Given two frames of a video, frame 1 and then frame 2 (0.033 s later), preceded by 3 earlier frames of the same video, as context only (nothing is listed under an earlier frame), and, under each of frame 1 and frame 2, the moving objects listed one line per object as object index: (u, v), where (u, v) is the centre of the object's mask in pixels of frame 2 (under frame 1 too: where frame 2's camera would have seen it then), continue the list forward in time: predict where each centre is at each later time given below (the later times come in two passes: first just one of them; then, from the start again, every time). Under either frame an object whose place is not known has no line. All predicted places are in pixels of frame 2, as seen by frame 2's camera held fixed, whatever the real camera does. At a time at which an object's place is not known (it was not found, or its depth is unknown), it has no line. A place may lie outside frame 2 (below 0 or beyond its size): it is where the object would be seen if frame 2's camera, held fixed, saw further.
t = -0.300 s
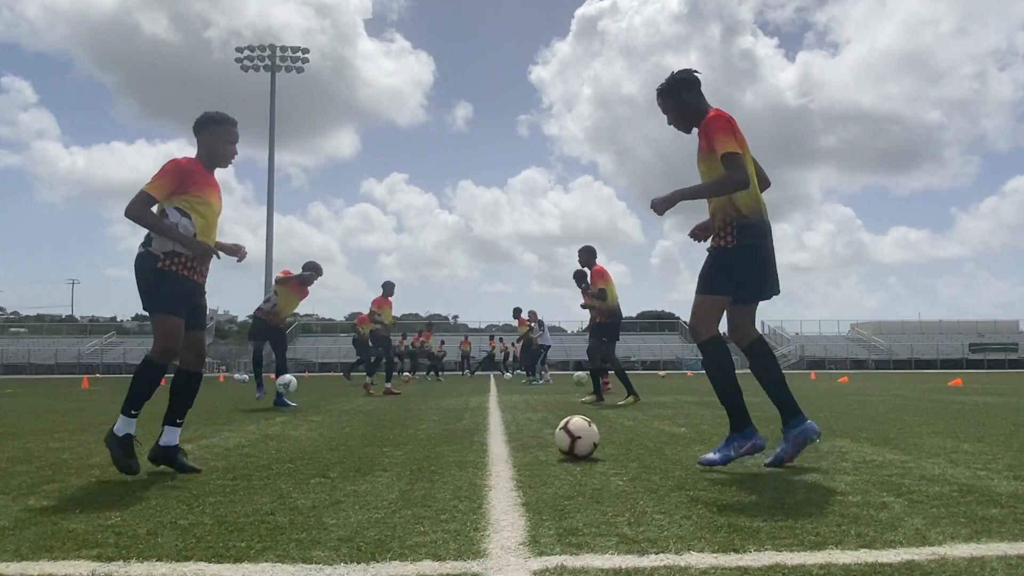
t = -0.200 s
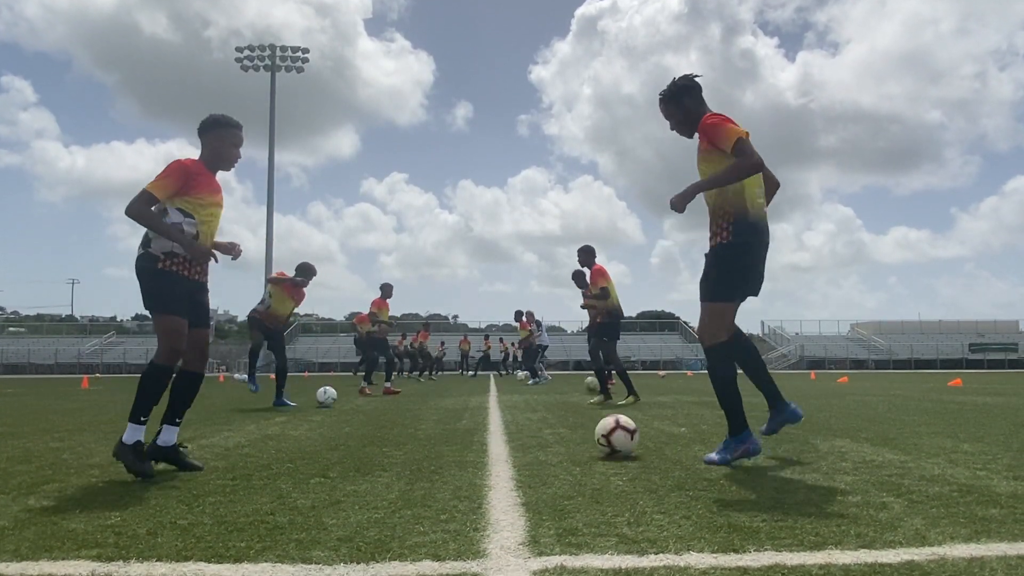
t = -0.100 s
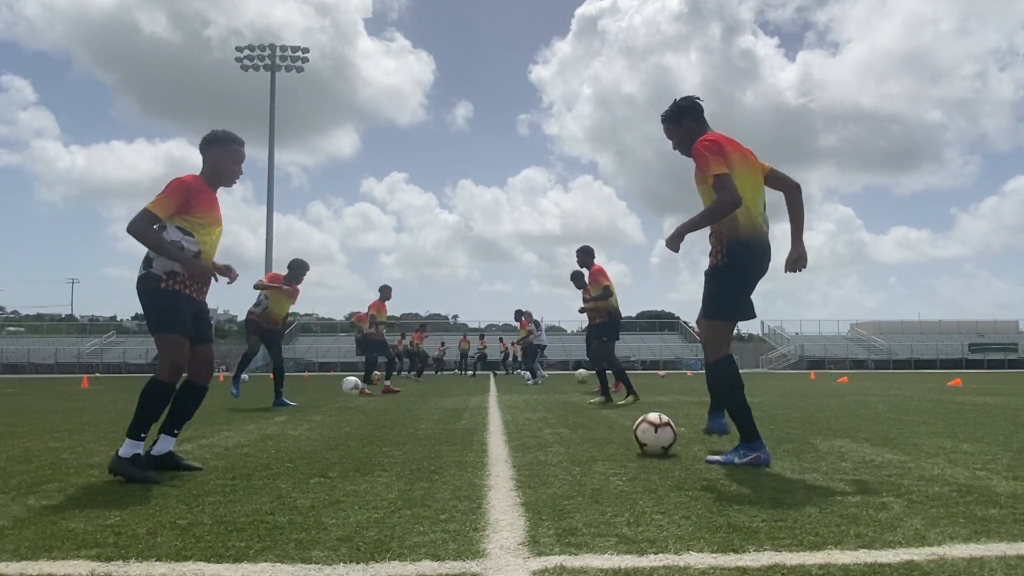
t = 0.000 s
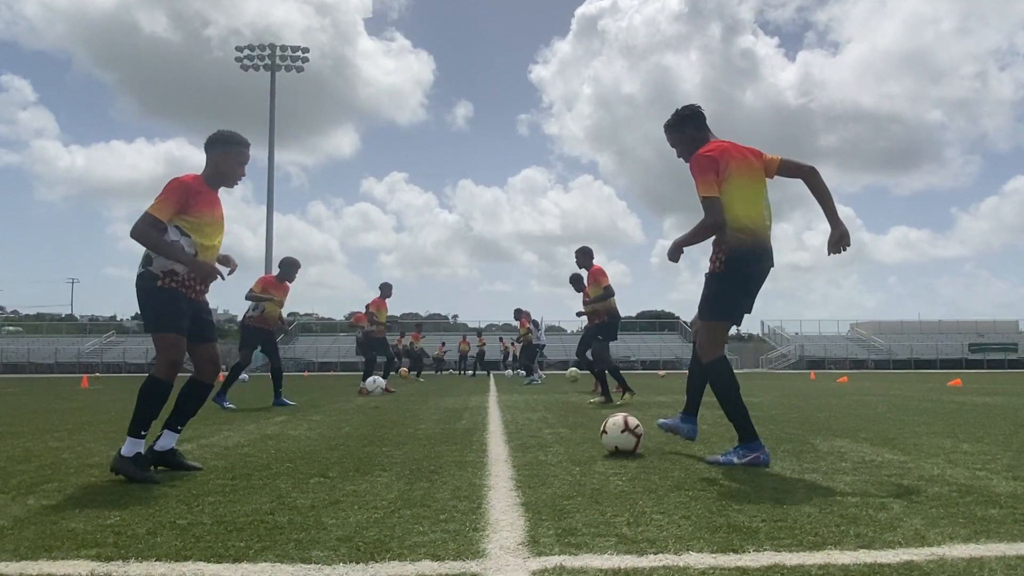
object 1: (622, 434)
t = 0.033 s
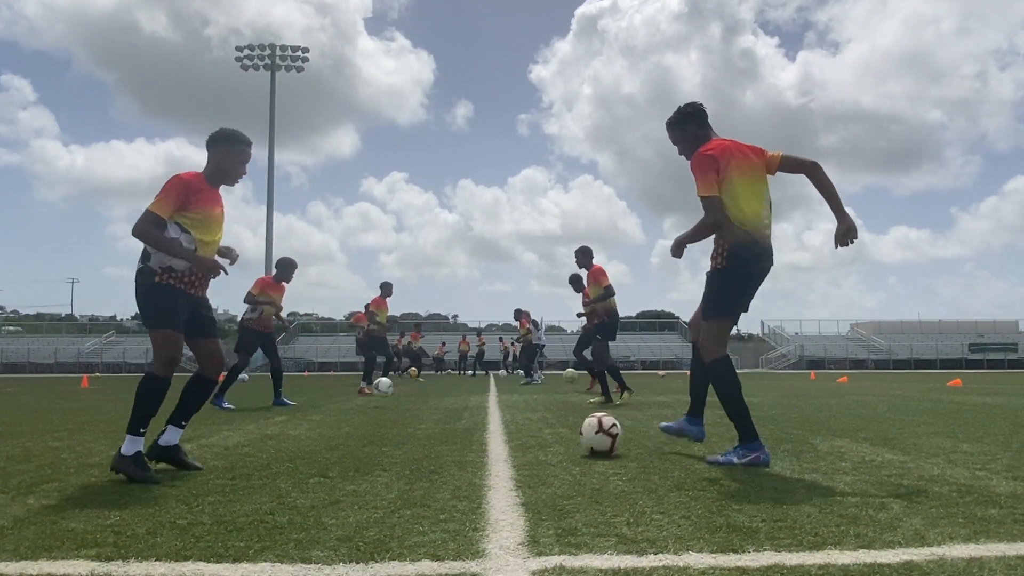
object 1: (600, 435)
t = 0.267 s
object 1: (485, 435)
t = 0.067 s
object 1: (580, 435)
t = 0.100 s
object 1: (561, 435)
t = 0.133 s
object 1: (543, 435)
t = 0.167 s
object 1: (526, 436)
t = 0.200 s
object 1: (512, 436)
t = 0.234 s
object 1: (498, 436)
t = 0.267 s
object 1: (485, 435)
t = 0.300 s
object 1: (472, 436)
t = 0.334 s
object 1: (460, 437)
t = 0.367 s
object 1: (445, 437)
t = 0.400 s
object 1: (433, 437)
